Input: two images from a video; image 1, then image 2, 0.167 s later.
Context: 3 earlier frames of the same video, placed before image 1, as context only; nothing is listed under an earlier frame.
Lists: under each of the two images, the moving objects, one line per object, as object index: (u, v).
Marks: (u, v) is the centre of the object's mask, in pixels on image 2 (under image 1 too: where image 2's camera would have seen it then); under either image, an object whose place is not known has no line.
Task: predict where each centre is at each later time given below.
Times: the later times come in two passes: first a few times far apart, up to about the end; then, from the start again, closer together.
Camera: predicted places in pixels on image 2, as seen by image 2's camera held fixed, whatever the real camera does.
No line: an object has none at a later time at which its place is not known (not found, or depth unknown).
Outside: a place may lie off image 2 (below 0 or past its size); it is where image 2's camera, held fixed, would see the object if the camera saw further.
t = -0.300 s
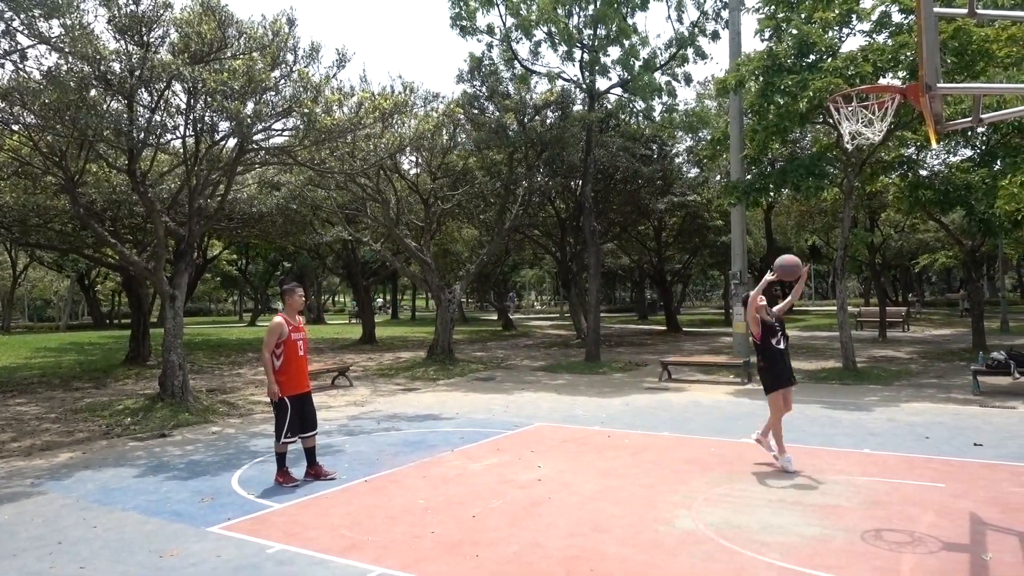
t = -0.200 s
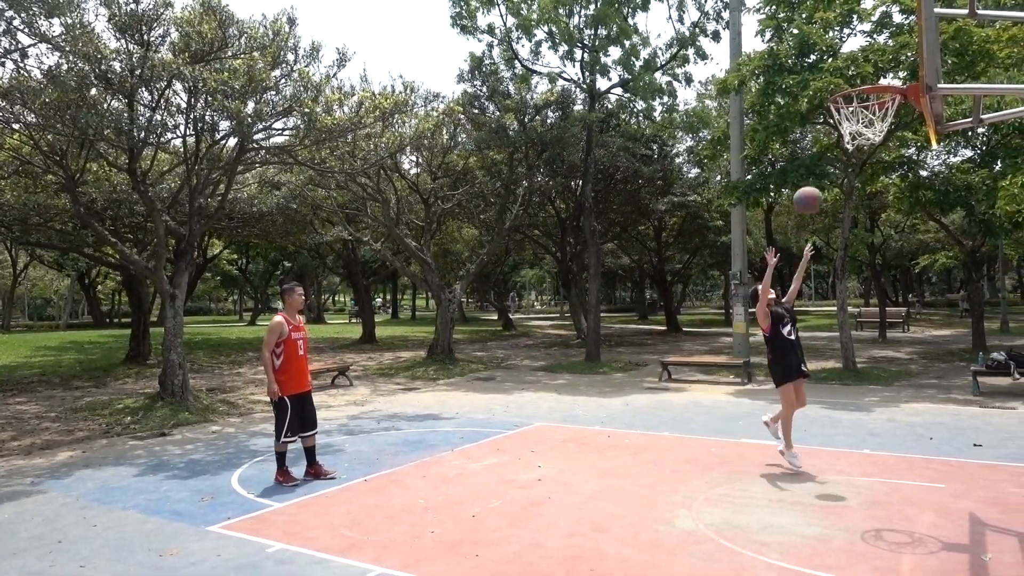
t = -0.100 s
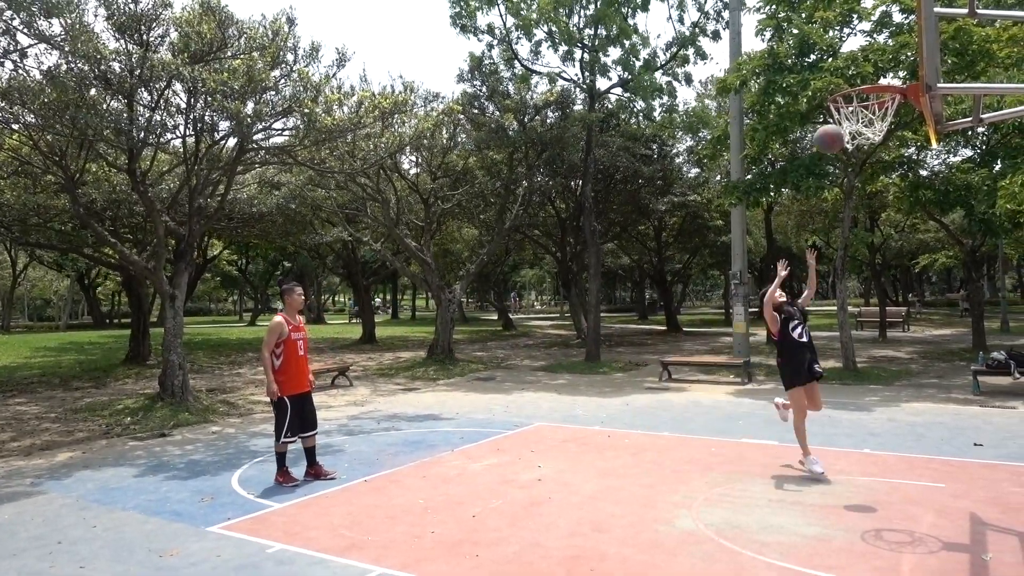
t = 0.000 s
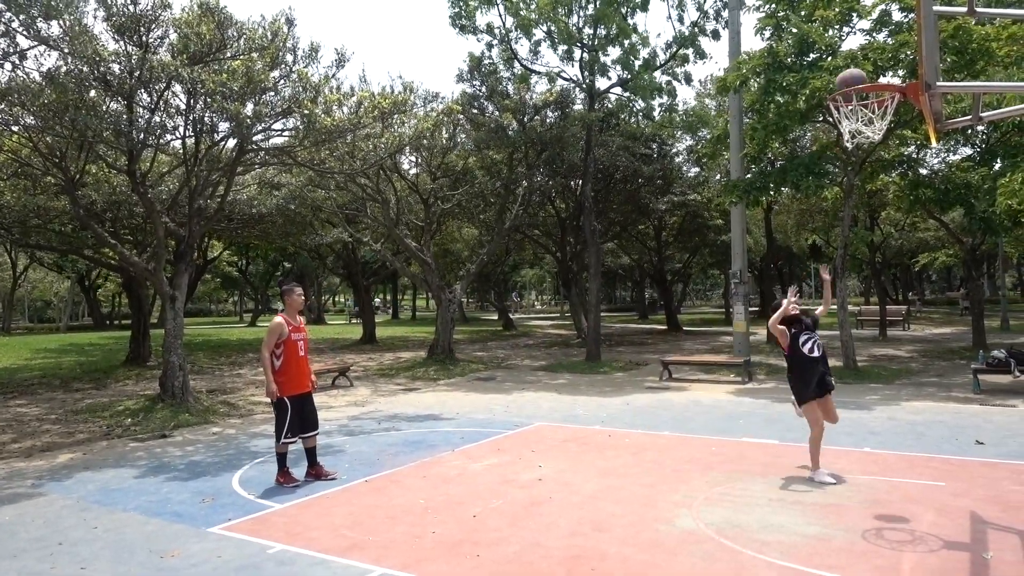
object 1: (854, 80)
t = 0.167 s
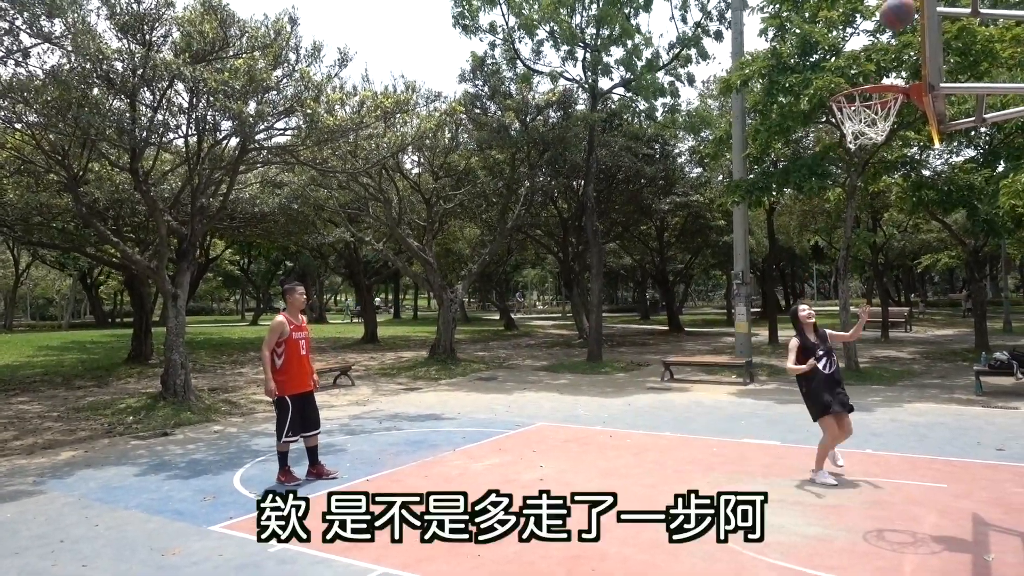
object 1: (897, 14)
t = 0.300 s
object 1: (883, 8)
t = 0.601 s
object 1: (811, 69)
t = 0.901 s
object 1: (741, 260)
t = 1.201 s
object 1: (683, 472)
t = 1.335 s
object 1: (668, 384)
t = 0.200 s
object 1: (904, 8)
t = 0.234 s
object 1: (900, 8)
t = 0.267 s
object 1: (892, 7)
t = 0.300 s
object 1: (883, 8)
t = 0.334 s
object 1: (876, 8)
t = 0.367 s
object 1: (868, 10)
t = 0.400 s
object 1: (859, 12)
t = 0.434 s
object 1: (852, 16)
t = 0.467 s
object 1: (844, 23)
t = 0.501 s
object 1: (836, 33)
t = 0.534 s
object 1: (827, 44)
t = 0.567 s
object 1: (819, 56)
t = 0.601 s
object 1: (811, 69)
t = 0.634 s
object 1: (803, 85)
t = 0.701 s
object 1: (787, 120)
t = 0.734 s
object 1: (780, 140)
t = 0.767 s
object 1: (771, 161)
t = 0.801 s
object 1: (764, 183)
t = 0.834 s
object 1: (756, 206)
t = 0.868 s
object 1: (748, 232)
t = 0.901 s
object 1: (741, 260)
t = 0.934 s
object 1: (734, 289)
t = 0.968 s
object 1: (726, 318)
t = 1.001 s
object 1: (720, 350)
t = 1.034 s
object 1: (712, 383)
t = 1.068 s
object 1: (705, 418)
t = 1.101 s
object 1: (698, 454)
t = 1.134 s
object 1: (692, 484)
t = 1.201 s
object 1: (683, 472)
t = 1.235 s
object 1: (679, 448)
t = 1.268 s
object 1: (675, 426)
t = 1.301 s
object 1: (671, 404)
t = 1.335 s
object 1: (668, 384)
